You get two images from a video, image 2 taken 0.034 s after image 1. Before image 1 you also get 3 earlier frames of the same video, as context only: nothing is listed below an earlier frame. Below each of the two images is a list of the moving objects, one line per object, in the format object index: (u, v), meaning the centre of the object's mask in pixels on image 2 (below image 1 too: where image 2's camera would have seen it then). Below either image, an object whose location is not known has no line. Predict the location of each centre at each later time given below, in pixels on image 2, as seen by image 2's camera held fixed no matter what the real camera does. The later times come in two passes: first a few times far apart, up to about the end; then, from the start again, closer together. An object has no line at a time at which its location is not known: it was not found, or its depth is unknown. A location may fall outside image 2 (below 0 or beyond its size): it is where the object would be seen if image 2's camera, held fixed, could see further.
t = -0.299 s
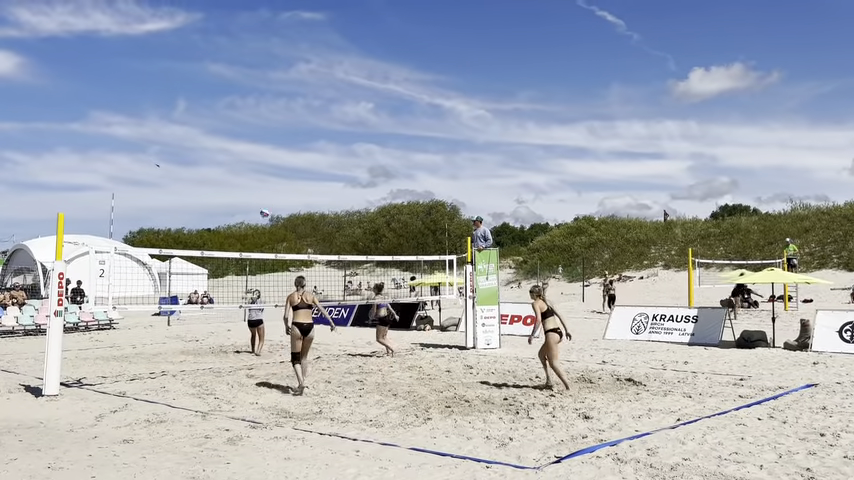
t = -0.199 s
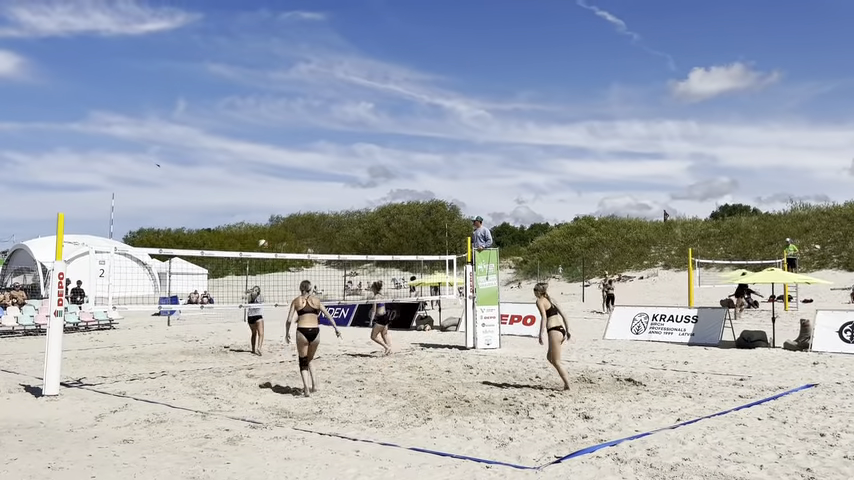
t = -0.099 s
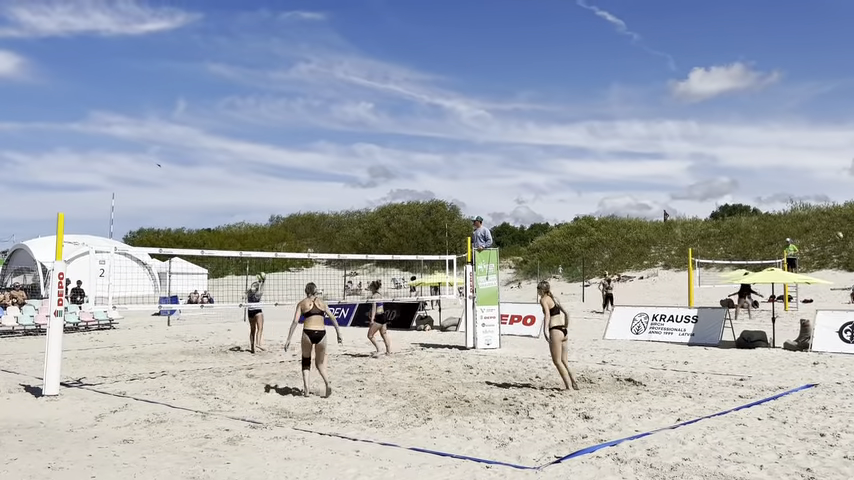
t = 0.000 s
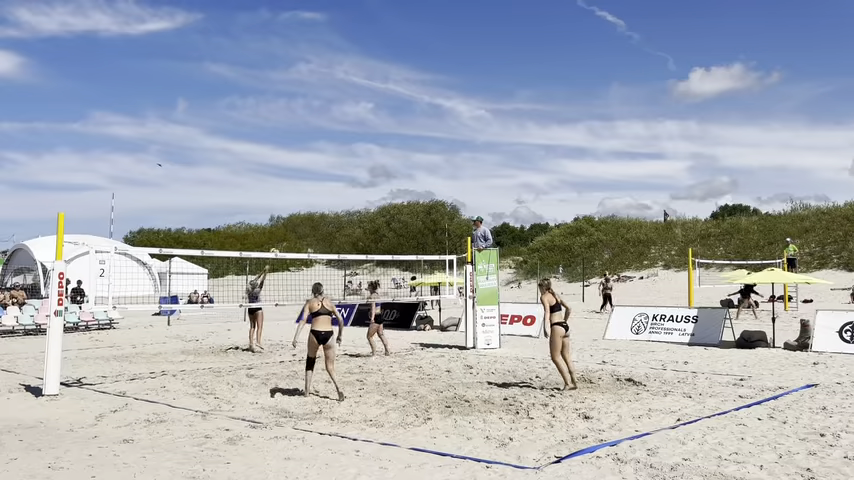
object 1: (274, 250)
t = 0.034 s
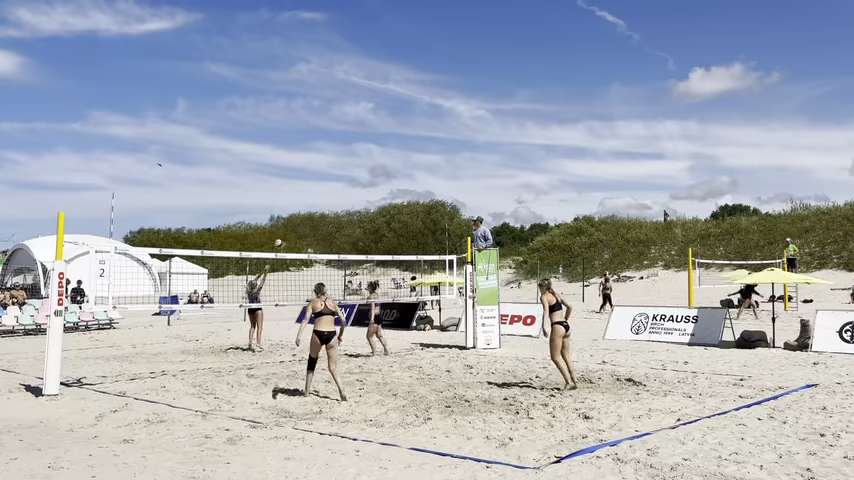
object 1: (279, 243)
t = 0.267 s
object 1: (313, 194)
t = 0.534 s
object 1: (361, 164)
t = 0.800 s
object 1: (421, 170)
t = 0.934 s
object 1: (455, 190)
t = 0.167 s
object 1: (298, 212)
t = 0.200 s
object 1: (303, 206)
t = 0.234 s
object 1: (308, 200)
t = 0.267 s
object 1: (313, 194)
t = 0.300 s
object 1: (319, 188)
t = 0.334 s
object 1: (325, 183)
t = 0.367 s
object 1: (330, 179)
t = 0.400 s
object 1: (337, 175)
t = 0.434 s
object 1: (342, 171)
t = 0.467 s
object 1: (348, 168)
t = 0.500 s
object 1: (354, 166)
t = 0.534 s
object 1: (361, 164)
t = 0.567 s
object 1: (368, 162)
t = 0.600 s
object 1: (375, 162)
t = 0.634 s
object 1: (382, 161)
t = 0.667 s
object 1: (389, 162)
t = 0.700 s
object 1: (397, 163)
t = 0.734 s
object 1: (405, 164)
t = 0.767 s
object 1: (413, 167)
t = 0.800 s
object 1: (421, 170)
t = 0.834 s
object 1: (429, 173)
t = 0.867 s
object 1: (437, 179)
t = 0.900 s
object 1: (447, 184)
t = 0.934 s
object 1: (455, 190)
